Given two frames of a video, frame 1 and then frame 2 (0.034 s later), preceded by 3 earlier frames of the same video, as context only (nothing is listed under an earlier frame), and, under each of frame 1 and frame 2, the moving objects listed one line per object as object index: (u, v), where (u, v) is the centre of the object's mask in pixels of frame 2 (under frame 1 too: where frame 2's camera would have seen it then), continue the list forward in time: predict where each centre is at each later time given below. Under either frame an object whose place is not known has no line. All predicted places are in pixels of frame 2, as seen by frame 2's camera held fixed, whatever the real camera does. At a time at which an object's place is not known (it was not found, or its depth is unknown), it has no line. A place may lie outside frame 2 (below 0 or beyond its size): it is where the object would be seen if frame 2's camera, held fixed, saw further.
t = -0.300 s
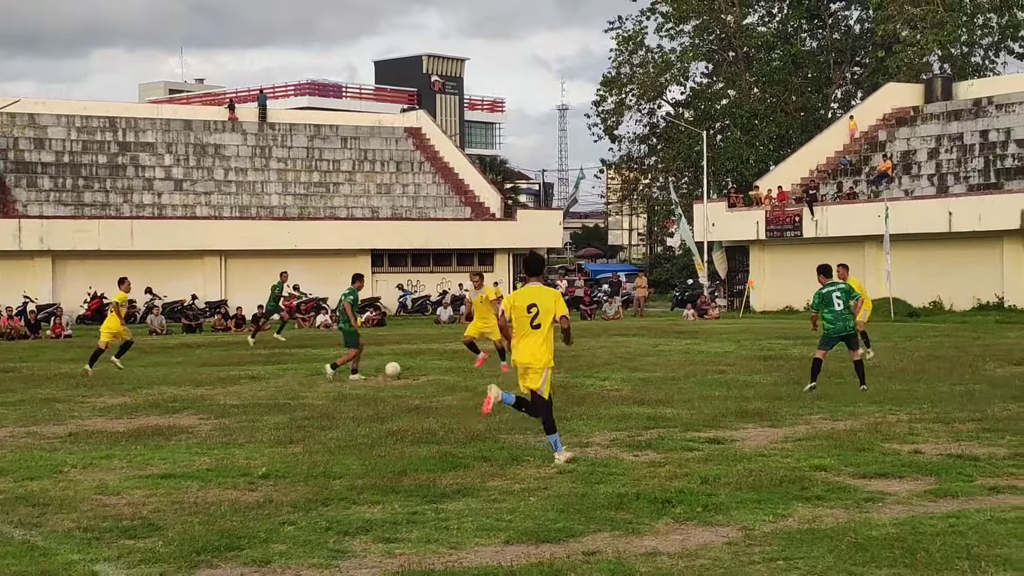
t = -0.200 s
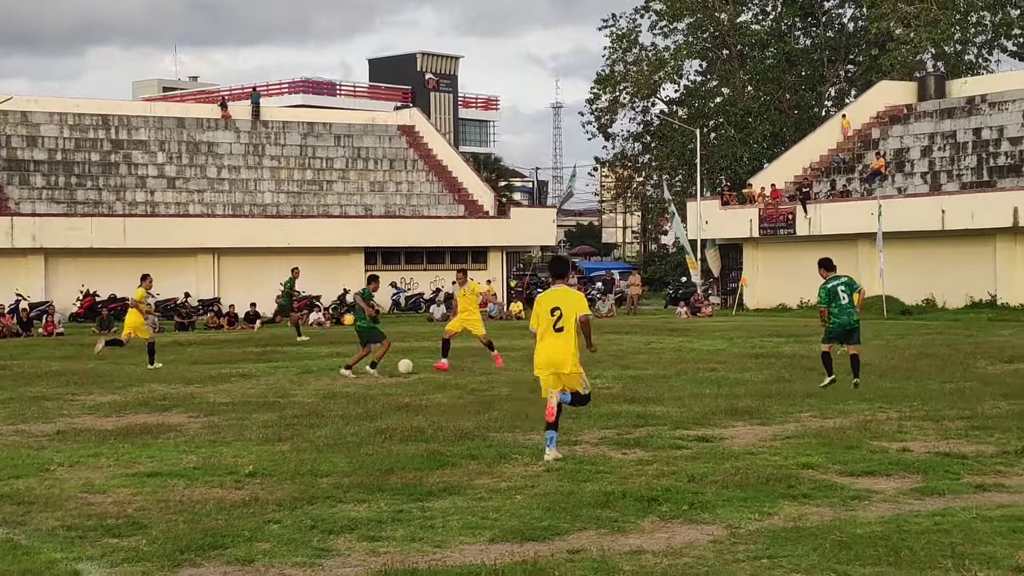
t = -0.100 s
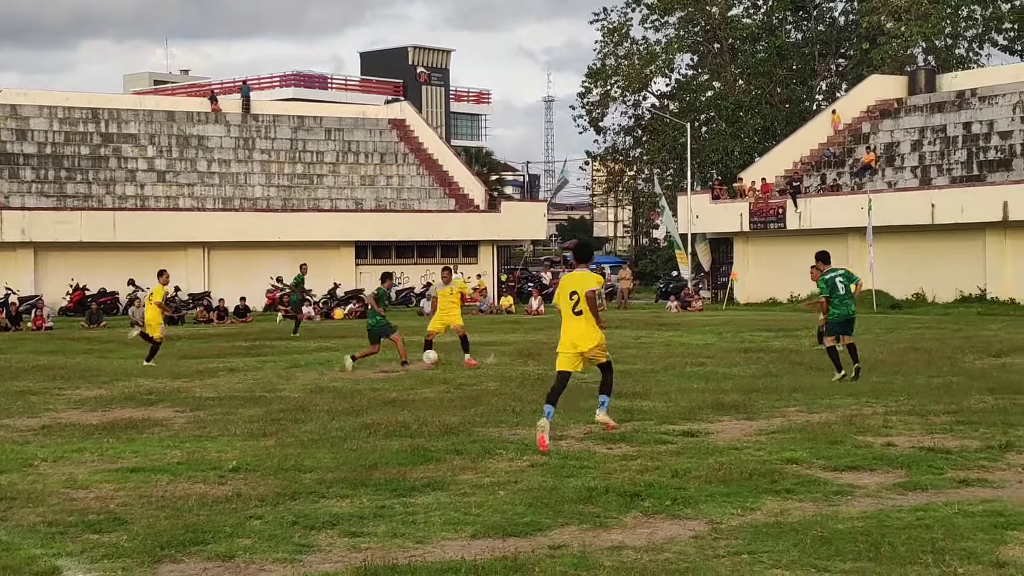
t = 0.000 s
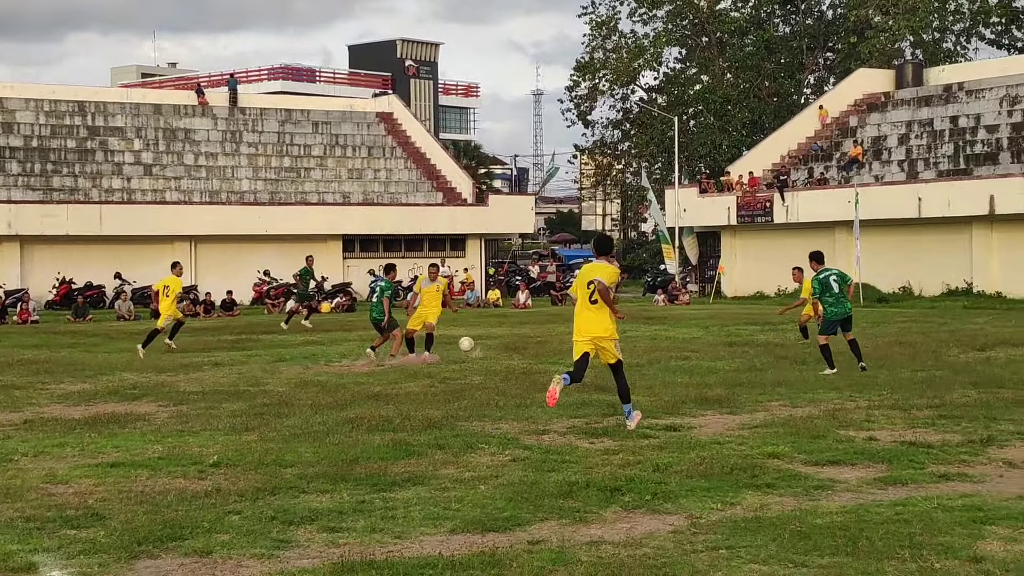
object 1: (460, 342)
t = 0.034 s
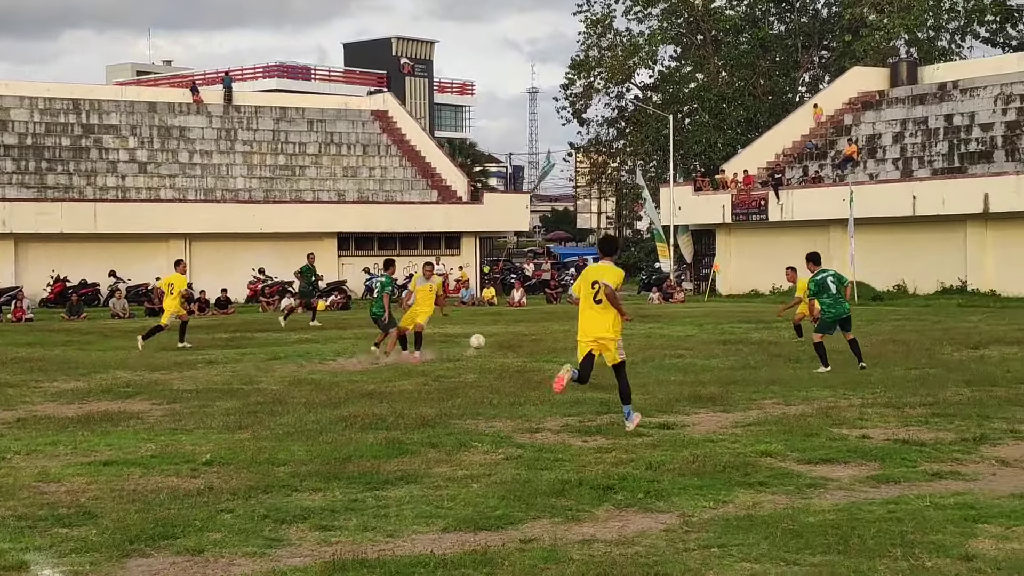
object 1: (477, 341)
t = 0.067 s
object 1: (494, 341)
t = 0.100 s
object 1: (511, 342)
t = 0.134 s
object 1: (528, 343)
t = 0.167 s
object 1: (545, 346)
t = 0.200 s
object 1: (563, 349)
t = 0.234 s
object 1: (580, 353)
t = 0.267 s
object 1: (597, 356)
